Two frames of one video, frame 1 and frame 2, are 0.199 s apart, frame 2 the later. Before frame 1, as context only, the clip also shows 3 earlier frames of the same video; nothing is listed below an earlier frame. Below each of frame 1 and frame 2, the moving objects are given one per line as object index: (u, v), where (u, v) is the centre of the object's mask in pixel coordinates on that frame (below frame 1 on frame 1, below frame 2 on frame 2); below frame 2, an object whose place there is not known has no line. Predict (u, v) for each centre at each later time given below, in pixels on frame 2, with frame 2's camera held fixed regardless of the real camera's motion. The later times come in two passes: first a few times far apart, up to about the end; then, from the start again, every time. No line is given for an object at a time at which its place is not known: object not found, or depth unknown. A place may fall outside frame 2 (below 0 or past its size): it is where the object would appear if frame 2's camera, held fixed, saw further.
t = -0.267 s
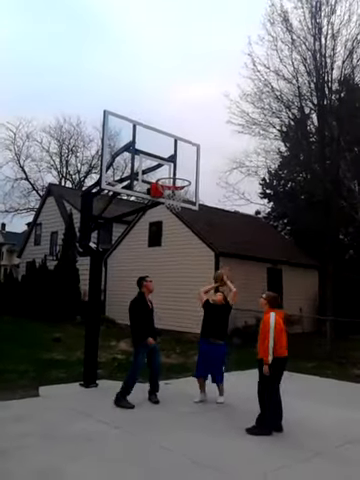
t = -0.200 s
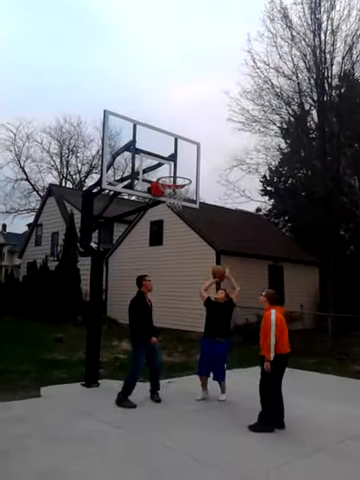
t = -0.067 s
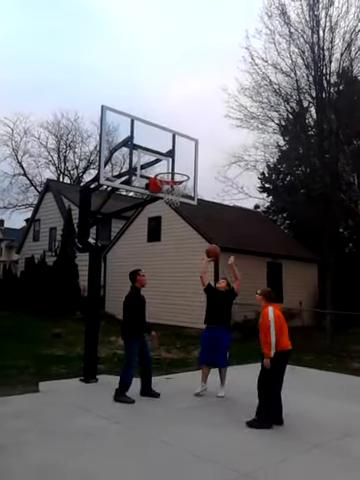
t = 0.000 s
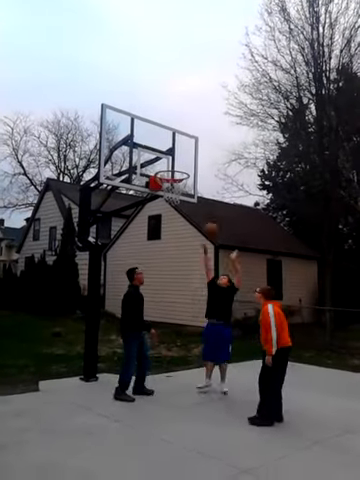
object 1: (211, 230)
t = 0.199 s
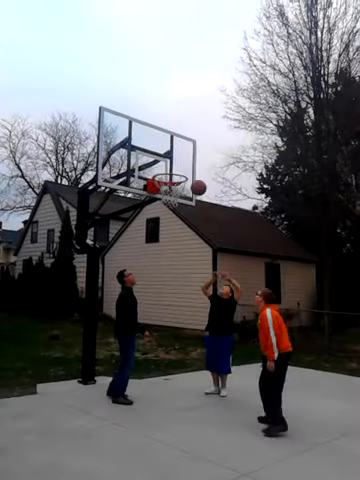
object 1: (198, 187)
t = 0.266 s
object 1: (195, 177)
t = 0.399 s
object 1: (187, 164)
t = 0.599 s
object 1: (174, 167)
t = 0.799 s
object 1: (165, 181)
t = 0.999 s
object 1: (177, 201)
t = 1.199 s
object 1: (184, 244)
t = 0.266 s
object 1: (195, 177)
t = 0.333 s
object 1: (191, 169)
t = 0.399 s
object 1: (187, 164)
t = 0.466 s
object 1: (183, 163)
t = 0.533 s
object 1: (179, 163)
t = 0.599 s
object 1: (174, 167)
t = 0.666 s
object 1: (170, 172)
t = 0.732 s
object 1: (165, 177)
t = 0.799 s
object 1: (165, 181)
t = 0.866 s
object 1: (165, 185)
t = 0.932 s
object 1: (171, 194)
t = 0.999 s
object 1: (177, 201)
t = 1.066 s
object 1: (177, 213)
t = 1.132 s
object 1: (181, 227)
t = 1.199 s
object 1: (184, 244)
